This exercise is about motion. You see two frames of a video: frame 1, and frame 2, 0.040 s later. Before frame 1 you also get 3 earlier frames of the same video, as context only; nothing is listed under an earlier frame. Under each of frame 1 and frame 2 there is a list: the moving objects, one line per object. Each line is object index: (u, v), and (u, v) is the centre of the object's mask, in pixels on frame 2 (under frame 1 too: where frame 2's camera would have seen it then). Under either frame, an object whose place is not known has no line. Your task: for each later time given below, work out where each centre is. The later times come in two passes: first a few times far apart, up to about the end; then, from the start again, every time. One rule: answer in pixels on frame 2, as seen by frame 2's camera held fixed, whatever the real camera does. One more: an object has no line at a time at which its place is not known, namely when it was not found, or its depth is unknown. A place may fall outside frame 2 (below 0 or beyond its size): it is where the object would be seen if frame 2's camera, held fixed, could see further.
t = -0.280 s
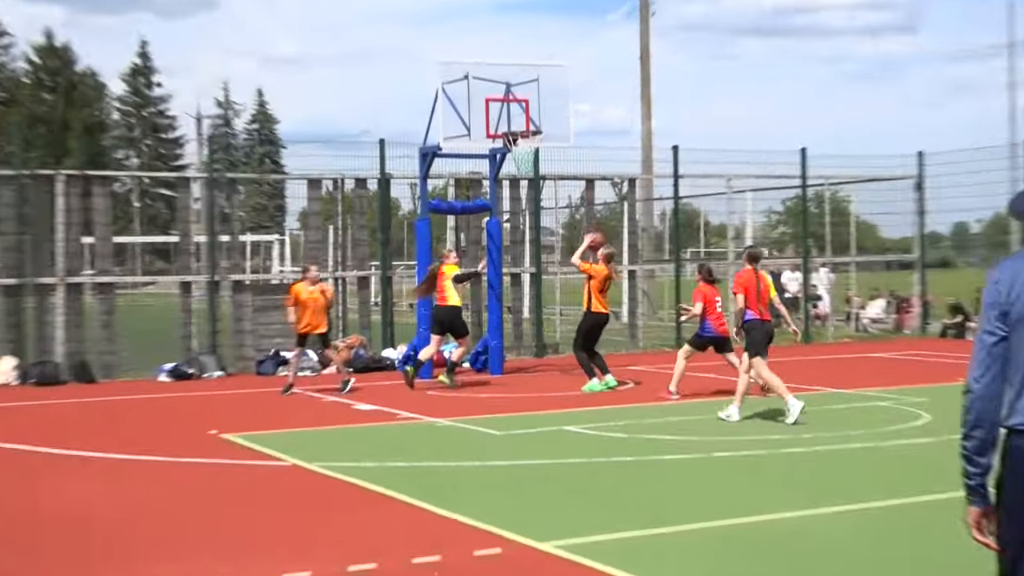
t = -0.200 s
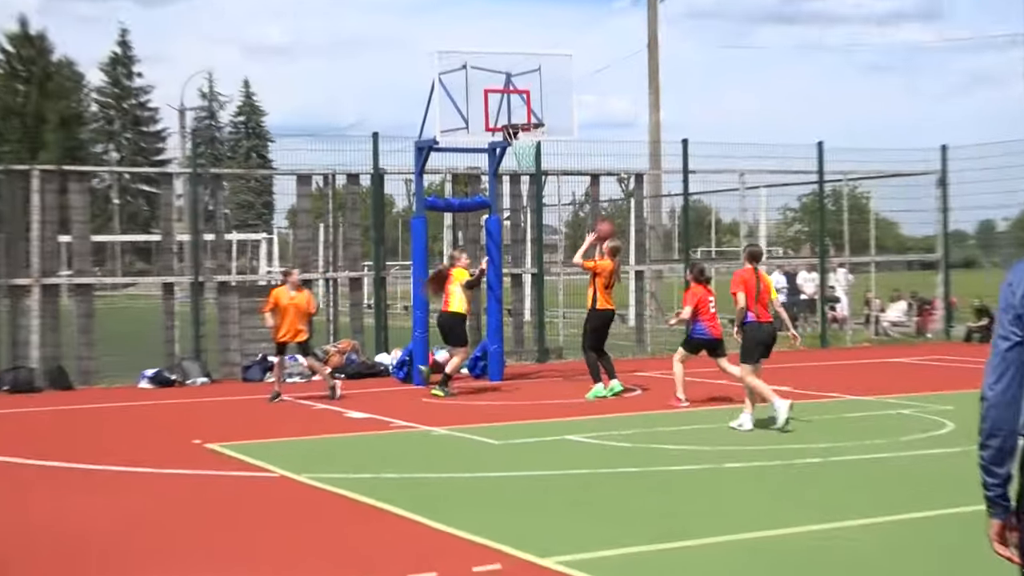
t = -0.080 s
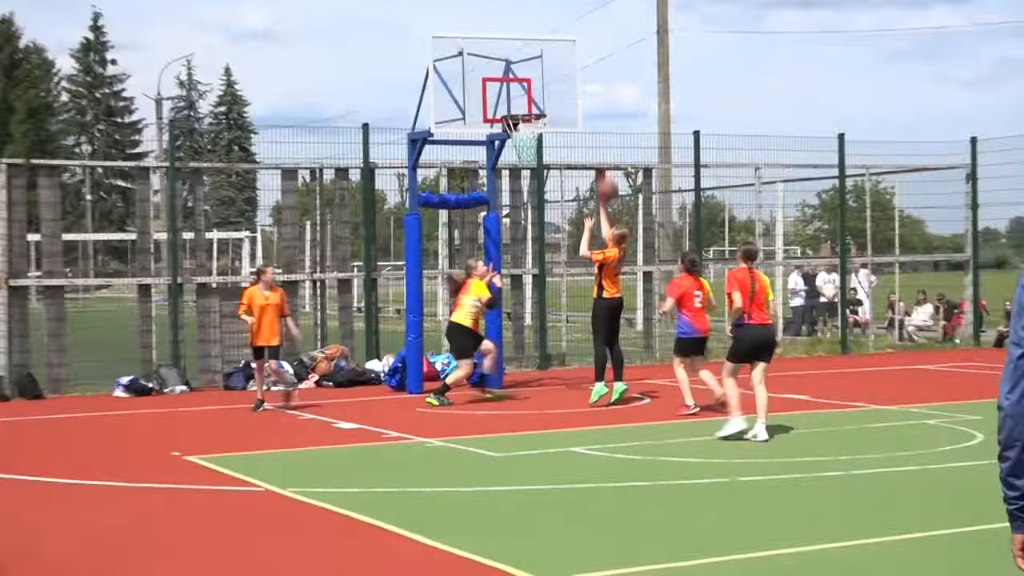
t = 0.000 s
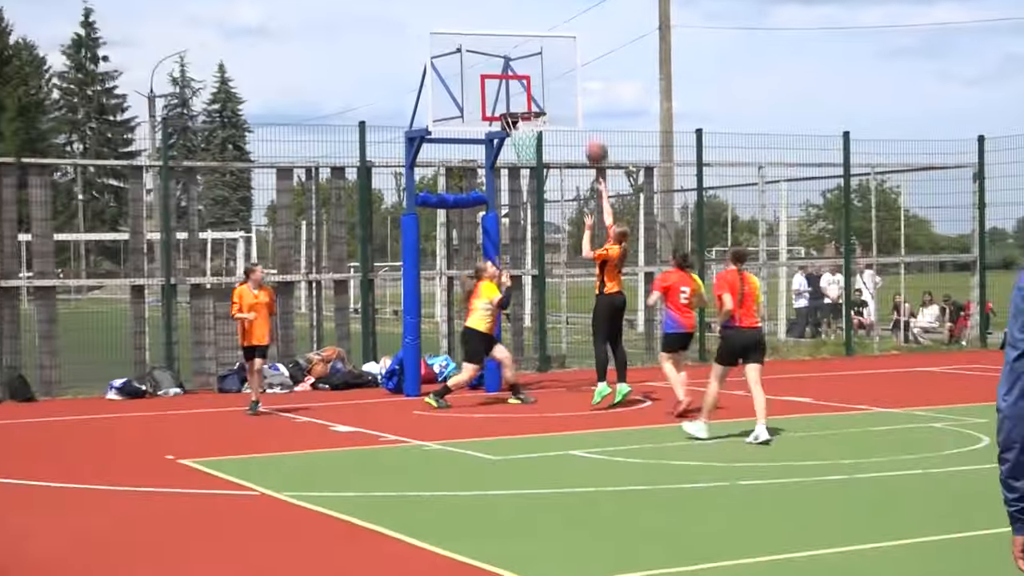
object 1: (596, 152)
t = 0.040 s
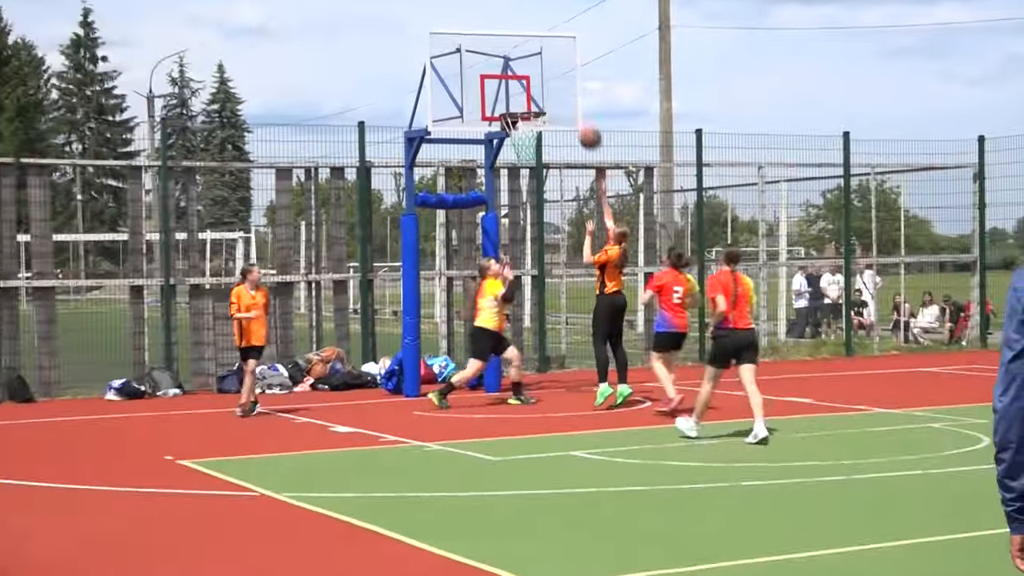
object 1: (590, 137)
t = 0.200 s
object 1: (566, 91)
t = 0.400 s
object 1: (538, 65)
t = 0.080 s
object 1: (583, 122)
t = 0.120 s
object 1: (577, 111)
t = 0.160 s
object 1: (572, 100)
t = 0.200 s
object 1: (566, 91)
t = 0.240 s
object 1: (560, 84)
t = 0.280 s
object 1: (554, 77)
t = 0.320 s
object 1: (549, 72)
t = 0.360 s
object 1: (543, 69)
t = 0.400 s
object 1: (538, 65)
